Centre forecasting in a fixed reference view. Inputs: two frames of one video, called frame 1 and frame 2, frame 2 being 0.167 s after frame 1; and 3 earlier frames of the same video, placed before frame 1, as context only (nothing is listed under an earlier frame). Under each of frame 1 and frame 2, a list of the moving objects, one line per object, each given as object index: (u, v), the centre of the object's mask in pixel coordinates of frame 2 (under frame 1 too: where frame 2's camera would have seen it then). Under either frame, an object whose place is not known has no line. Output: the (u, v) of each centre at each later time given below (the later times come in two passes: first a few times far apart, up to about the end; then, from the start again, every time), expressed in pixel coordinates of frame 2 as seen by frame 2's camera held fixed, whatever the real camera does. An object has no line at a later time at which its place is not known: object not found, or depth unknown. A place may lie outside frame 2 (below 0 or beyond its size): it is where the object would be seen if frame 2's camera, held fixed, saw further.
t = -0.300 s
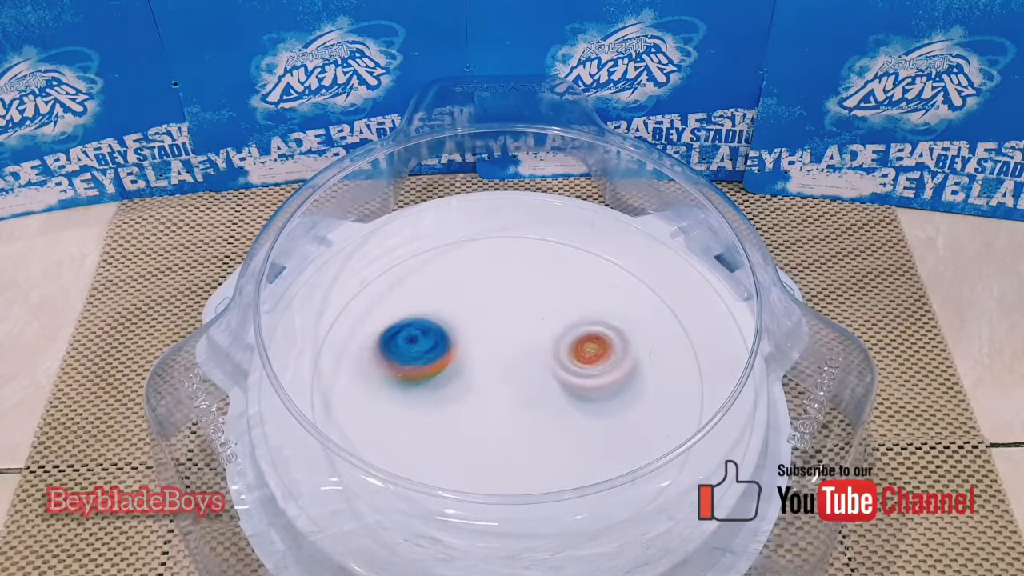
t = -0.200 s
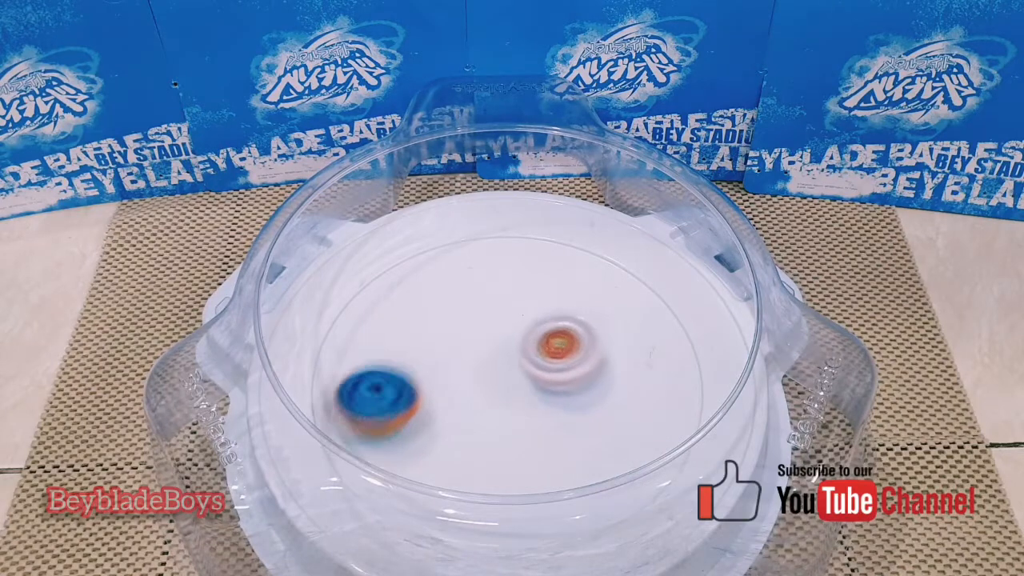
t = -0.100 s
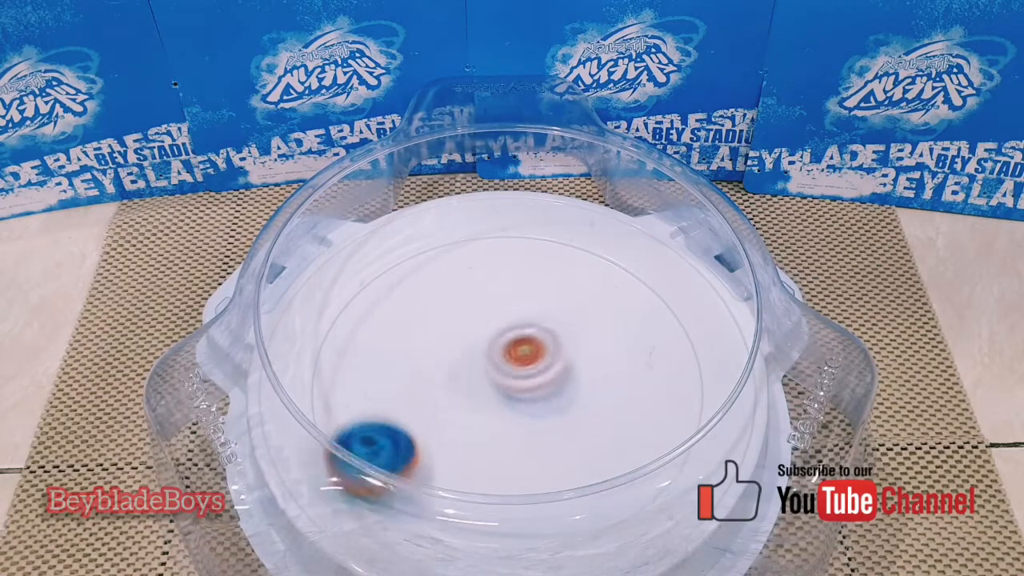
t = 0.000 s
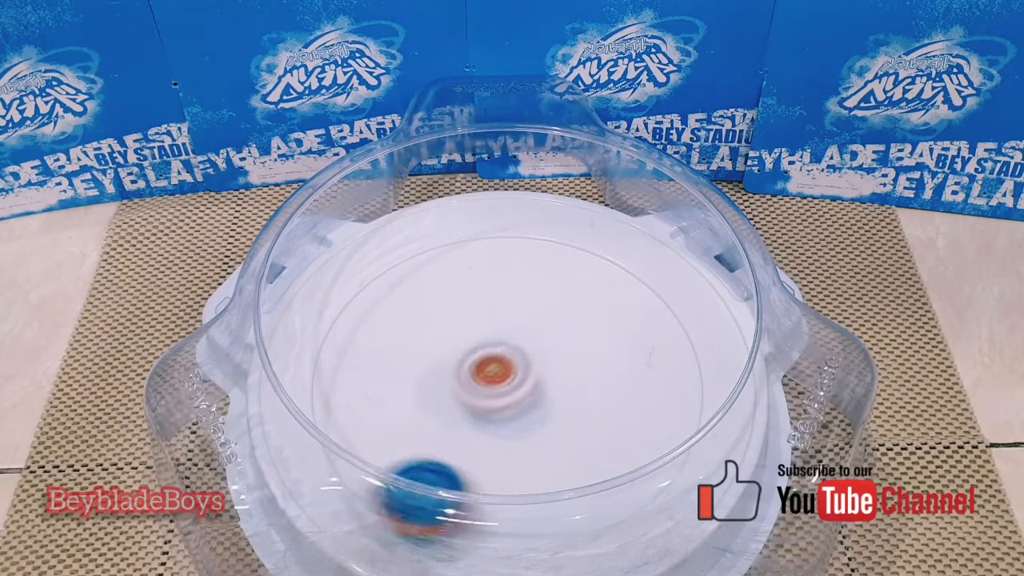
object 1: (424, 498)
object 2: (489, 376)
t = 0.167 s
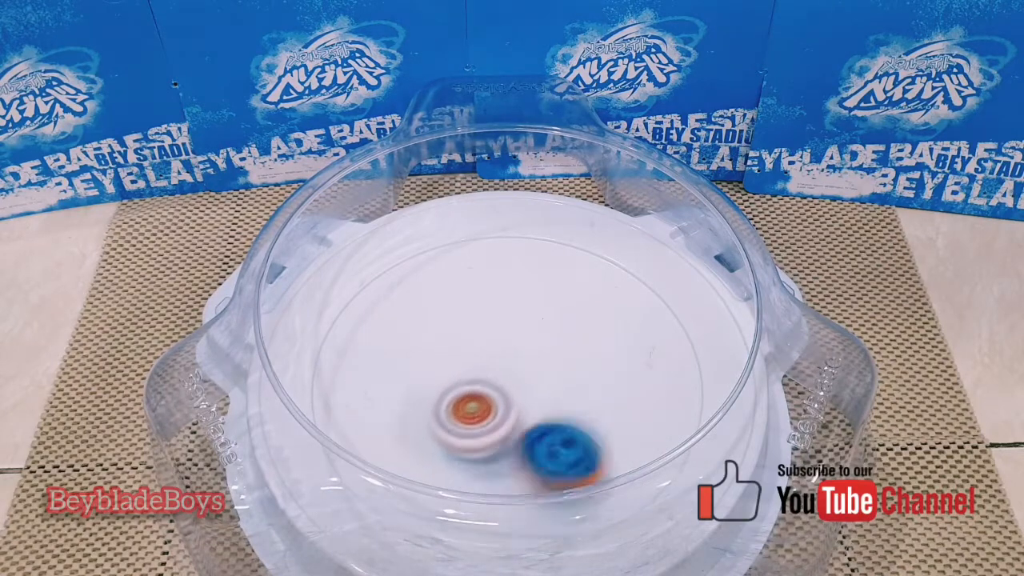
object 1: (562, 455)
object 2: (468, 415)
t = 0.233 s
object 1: (591, 413)
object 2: (462, 418)
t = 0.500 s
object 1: (494, 273)
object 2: (498, 412)
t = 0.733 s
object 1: (358, 311)
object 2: (509, 390)
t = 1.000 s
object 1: (498, 449)
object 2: (483, 367)
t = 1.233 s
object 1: (643, 363)
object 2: (477, 365)
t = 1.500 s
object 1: (567, 246)
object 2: (483, 364)
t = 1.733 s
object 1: (417, 321)
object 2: (502, 375)
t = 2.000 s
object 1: (482, 461)
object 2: (567, 385)
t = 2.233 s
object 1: (639, 403)
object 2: (577, 337)
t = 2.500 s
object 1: (541, 279)
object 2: (476, 355)
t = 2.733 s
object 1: (392, 332)
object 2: (503, 445)
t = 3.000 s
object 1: (459, 466)
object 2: (625, 384)
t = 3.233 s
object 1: (624, 423)
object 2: (499, 294)
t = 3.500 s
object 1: (576, 282)
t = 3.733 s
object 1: (425, 284)
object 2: (577, 502)
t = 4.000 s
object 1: (406, 432)
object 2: (634, 281)
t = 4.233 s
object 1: (584, 461)
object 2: (416, 247)
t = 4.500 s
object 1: (635, 322)
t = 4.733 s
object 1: (494, 271)
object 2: (651, 457)
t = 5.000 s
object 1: (381, 377)
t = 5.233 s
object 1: (488, 483)
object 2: (390, 268)
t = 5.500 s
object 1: (635, 392)
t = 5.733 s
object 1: (568, 282)
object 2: (666, 439)
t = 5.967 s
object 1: (425, 289)
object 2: (632, 270)
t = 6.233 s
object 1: (406, 426)
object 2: (397, 293)
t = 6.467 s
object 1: (569, 455)
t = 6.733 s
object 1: (633, 331)
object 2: (637, 433)
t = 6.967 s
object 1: (509, 274)
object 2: (590, 294)
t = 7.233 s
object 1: (362, 345)
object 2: (422, 293)
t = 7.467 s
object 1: (379, 468)
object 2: (450, 403)
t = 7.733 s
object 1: (574, 451)
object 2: (617, 374)
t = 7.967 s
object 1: (599, 343)
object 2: (601, 258)
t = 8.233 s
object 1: (484, 301)
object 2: (448, 232)
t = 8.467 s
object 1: (420, 389)
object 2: (348, 324)
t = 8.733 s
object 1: (497, 484)
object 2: (456, 407)
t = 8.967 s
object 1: (606, 433)
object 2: (584, 351)
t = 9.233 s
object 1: (567, 331)
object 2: (597, 250)
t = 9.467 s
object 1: (448, 320)
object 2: (516, 259)
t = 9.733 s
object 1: (363, 395)
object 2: (546, 376)
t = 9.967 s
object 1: (448, 454)
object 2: (622, 421)
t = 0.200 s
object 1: (581, 435)
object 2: (464, 417)
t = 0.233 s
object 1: (591, 413)
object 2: (462, 418)
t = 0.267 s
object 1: (594, 391)
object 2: (462, 420)
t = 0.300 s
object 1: (591, 366)
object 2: (467, 422)
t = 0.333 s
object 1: (581, 344)
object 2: (471, 422)
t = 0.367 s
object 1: (568, 324)
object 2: (476, 422)
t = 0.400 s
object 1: (553, 307)
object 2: (482, 420)
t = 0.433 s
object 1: (534, 292)
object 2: (487, 417)
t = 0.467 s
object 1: (515, 281)
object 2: (493, 415)
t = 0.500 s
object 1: (494, 273)
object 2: (498, 412)
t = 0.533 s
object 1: (473, 268)
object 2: (503, 409)
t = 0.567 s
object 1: (452, 265)
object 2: (506, 405)
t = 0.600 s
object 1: (430, 267)
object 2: (509, 403)
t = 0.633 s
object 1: (408, 271)
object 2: (510, 400)
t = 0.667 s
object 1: (388, 280)
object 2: (511, 397)
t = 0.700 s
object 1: (370, 293)
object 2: (510, 394)
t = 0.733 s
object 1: (358, 311)
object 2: (509, 390)
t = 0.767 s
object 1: (351, 331)
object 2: (506, 386)
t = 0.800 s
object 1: (352, 357)
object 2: (503, 383)
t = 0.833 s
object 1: (360, 381)
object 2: (499, 379)
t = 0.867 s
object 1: (378, 403)
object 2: (495, 375)
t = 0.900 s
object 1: (403, 423)
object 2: (492, 372)
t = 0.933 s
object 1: (432, 436)
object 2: (488, 370)
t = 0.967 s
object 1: (464, 445)
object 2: (485, 366)
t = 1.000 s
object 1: (498, 449)
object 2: (483, 367)
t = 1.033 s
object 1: (529, 446)
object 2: (482, 366)
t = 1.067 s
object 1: (560, 439)
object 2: (480, 365)
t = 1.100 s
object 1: (587, 428)
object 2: (479, 365)
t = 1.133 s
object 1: (608, 413)
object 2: (478, 364)
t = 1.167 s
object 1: (623, 397)
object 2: (478, 364)
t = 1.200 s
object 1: (636, 379)
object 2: (477, 365)
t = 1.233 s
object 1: (643, 363)
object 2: (477, 365)
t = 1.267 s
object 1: (648, 344)
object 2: (477, 365)
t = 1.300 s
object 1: (648, 325)
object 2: (477, 365)
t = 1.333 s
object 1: (645, 307)
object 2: (478, 366)
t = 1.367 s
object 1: (638, 290)
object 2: (479, 365)
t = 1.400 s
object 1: (626, 275)
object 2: (479, 365)
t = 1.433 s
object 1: (610, 261)
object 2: (480, 365)
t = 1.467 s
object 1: (590, 251)
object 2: (481, 365)
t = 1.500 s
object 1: (567, 246)
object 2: (483, 364)
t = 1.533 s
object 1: (541, 246)
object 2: (484, 363)
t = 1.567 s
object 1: (516, 250)
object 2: (485, 362)
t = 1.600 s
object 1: (492, 260)
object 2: (486, 361)
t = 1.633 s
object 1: (470, 275)
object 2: (488, 360)
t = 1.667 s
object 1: (450, 294)
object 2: (488, 359)
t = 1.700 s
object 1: (432, 308)
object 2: (492, 365)
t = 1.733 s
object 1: (417, 321)
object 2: (502, 375)
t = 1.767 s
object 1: (406, 339)
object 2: (509, 383)
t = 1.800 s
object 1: (401, 360)
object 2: (518, 388)
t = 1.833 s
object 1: (401, 380)
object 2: (527, 391)
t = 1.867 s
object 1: (406, 402)
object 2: (536, 393)
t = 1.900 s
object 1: (418, 422)
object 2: (544, 392)
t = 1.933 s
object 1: (436, 442)
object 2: (552, 391)
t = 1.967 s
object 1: (457, 454)
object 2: (560, 388)
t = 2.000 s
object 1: (482, 461)
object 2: (567, 385)
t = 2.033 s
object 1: (511, 466)
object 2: (573, 381)
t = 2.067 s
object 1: (538, 471)
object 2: (578, 375)
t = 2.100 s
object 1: (566, 465)
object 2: (582, 369)
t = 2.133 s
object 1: (590, 451)
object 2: (584, 360)
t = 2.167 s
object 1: (612, 439)
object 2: (585, 352)
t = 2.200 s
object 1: (628, 424)
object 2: (582, 345)
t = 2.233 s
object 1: (639, 403)
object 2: (577, 337)
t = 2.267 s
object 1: (643, 383)
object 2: (569, 331)
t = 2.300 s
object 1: (641, 361)
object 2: (558, 327)
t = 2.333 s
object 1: (633, 340)
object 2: (545, 324)
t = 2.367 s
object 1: (622, 322)
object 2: (530, 324)
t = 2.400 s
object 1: (606, 306)
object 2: (513, 328)
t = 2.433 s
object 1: (585, 294)
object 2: (499, 335)
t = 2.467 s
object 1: (564, 285)
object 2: (487, 344)
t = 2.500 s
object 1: (541, 279)
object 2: (476, 355)
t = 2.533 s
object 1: (515, 276)
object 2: (470, 368)
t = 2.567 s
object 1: (492, 277)
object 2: (466, 383)
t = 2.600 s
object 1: (469, 282)
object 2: (466, 397)
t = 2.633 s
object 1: (445, 291)
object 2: (469, 412)
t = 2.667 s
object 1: (423, 303)
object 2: (477, 426)
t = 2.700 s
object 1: (406, 316)
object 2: (489, 436)
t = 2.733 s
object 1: (392, 332)
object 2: (503, 445)
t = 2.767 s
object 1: (384, 350)
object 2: (523, 452)
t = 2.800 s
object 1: (379, 370)
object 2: (541, 453)
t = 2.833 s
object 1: (379, 392)
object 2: (562, 451)
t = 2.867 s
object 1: (383, 413)
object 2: (581, 445)
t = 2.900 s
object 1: (394, 432)
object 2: (599, 436)
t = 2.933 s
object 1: (410, 445)
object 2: (614, 422)
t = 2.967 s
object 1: (432, 456)
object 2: (623, 404)
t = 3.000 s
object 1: (459, 466)
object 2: (625, 384)
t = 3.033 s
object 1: (485, 470)
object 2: (622, 365)
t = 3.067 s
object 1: (515, 483)
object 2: (611, 346)
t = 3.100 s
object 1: (544, 480)
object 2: (594, 329)
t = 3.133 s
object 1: (570, 469)
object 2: (574, 314)
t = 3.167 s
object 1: (591, 454)
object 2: (550, 304)
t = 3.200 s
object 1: (609, 440)
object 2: (525, 297)
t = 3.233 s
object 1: (624, 423)
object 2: (499, 294)
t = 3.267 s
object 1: (633, 404)
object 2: (475, 296)
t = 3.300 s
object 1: (637, 383)
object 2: (448, 300)
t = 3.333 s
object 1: (636, 364)
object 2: (418, 310)
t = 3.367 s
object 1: (631, 343)
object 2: (398, 324)
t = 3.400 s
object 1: (622, 325)
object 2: (380, 339)
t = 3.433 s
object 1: (609, 307)
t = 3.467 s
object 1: (593, 292)
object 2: (357, 389)
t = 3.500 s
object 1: (576, 282)
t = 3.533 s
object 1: (556, 273)
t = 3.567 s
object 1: (533, 266)
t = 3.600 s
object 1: (511, 263)
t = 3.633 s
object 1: (488, 263)
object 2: (449, 507)
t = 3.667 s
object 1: (465, 267)
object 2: (487, 514)
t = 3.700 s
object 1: (444, 274)
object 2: (535, 514)
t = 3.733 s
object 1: (425, 284)
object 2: (577, 502)
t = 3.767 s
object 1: (407, 298)
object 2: (612, 484)
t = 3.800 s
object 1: (393, 316)
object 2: (641, 458)
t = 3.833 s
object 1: (383, 334)
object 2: (657, 423)
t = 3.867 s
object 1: (377, 354)
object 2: (671, 400)
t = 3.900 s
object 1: (377, 375)
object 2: (676, 369)
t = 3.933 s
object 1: (382, 395)
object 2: (669, 336)
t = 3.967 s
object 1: (392, 415)
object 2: (654, 308)
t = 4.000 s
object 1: (406, 432)
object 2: (634, 281)
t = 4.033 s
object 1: (426, 446)
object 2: (614, 262)
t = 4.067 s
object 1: (451, 458)
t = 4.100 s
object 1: (478, 469)
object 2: (554, 231)
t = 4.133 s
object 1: (504, 475)
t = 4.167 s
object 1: (531, 475)
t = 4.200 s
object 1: (558, 471)
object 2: (449, 233)
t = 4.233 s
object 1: (584, 461)
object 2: (416, 247)
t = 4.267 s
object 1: (605, 445)
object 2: (383, 259)
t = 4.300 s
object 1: (624, 432)
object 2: (361, 280)
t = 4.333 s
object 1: (638, 415)
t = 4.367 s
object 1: (647, 395)
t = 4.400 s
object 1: (650, 376)
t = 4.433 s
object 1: (649, 356)
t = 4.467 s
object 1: (644, 338)
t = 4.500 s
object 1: (635, 322)
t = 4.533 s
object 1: (622, 306)
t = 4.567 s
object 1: (605, 293)
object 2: (441, 503)
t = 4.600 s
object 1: (585, 283)
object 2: (485, 512)
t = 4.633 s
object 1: (564, 274)
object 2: (535, 511)
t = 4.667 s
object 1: (540, 270)
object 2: (578, 501)
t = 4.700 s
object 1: (518, 269)
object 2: (619, 482)
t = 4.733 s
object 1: (494, 271)
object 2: (651, 457)
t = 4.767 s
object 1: (471, 276)
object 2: (667, 424)
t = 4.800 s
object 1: (449, 285)
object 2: (686, 395)
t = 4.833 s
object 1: (430, 296)
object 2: (696, 368)
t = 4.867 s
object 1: (413, 309)
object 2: (692, 339)
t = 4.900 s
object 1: (399, 324)
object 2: (683, 316)
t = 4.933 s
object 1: (390, 339)
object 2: (661, 291)
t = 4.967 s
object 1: (383, 359)
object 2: (636, 266)
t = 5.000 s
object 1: (381, 377)
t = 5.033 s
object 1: (384, 399)
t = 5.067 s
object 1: (390, 419)
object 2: (550, 226)
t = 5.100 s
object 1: (402, 436)
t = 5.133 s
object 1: (419, 449)
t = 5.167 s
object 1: (437, 458)
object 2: (448, 236)
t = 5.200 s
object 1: (461, 466)
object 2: (417, 250)
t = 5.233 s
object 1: (488, 483)
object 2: (390, 268)
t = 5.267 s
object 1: (514, 484)
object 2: (371, 288)
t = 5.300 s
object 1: (541, 482)
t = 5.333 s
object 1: (565, 475)
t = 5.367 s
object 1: (589, 461)
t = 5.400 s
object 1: (605, 444)
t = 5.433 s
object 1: (621, 430)
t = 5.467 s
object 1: (631, 412)
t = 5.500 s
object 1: (635, 392)
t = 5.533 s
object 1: (636, 373)
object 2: (465, 491)
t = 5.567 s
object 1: (633, 354)
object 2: (498, 507)
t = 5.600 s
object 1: (626, 336)
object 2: (542, 506)
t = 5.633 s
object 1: (615, 320)
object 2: (581, 497)
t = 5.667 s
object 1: (602, 305)
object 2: (617, 482)
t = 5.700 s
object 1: (585, 293)
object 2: (647, 464)
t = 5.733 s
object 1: (568, 282)
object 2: (666, 439)
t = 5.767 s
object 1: (548, 275)
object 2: (680, 410)
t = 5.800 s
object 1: (527, 269)
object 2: (693, 383)
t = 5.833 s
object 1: (505, 267)
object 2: (697, 360)
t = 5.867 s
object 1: (483, 268)
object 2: (687, 332)
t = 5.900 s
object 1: (463, 272)
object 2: (676, 311)
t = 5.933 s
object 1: (443, 279)
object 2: (657, 290)
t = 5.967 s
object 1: (425, 289)
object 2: (632, 270)
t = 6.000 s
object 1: (409, 302)
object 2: (606, 257)
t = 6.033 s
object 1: (395, 317)
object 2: (575, 251)
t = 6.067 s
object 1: (386, 333)
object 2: (544, 249)
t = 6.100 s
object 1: (381, 350)
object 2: (509, 247)
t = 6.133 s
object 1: (380, 371)
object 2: (478, 253)
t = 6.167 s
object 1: (384, 390)
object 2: (447, 264)
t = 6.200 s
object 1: (393, 409)
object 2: (415, 278)
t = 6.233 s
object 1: (406, 426)
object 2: (397, 293)
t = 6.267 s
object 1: (423, 442)
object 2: (378, 317)
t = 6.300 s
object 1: (446, 453)
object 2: (363, 345)
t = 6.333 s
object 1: (470, 460)
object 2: (353, 369)
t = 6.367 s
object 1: (495, 464)
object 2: (352, 397)
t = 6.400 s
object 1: (521, 464)
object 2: (363, 423)
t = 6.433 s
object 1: (545, 462)
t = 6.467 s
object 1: (569, 455)
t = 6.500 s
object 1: (591, 447)
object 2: (433, 474)
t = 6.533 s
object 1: (610, 435)
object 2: (466, 502)
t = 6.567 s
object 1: (625, 419)
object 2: (497, 506)
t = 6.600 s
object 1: (635, 402)
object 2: (536, 506)
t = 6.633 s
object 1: (640, 383)
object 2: (568, 495)
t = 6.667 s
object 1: (642, 365)
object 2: (601, 480)
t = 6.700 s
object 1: (640, 348)
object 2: (624, 459)
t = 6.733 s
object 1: (633, 331)
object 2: (637, 433)
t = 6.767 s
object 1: (622, 316)
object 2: (651, 416)
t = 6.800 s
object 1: (608, 302)
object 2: (656, 394)
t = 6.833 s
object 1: (590, 291)
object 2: (649, 367)
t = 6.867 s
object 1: (572, 282)
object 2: (640, 346)
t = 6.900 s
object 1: (552, 276)
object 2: (624, 324)
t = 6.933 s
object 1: (530, 273)
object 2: (609, 308)
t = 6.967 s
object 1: (509, 274)
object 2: (590, 294)
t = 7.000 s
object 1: (486, 276)
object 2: (569, 283)
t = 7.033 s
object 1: (463, 279)
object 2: (553, 278)
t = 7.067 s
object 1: (443, 285)
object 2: (532, 274)
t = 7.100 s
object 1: (423, 292)
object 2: (510, 272)
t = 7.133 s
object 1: (404, 303)
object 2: (483, 272)
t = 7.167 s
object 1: (388, 315)
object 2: (460, 275)
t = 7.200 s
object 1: (375, 329)
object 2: (438, 284)
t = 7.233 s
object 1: (362, 345)
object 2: (422, 293)
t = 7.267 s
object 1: (354, 362)
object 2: (410, 304)
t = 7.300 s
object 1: (349, 380)
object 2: (400, 320)
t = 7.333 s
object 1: (344, 401)
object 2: (396, 336)
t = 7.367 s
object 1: (343, 420)
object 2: (402, 353)
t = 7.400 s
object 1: (345, 440)
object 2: (412, 371)
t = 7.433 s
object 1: (356, 457)
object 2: (429, 389)
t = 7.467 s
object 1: (379, 468)
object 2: (450, 403)
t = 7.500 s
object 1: (405, 478)
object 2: (471, 412)
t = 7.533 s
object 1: (432, 487)
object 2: (494, 418)
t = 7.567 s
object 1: (459, 492)
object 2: (519, 419)
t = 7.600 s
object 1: (485, 493)
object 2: (546, 417)
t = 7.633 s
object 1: (513, 489)
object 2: (566, 411)
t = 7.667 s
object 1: (535, 481)
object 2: (586, 401)
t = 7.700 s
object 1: (557, 467)
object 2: (603, 388)
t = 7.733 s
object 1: (574, 451)
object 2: (617, 374)
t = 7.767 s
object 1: (588, 437)
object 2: (625, 360)
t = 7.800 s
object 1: (599, 419)
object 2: (630, 344)
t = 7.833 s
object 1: (605, 403)
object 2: (632, 328)
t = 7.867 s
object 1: (609, 385)
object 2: (628, 313)
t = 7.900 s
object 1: (608, 371)
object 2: (622, 295)
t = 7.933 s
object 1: (605, 358)
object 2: (613, 275)
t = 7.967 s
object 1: (599, 343)
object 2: (601, 258)
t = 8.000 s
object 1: (591, 328)
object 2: (587, 248)
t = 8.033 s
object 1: (580, 315)
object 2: (568, 241)
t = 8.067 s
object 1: (566, 305)
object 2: (549, 235)
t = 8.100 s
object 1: (551, 301)
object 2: (528, 227)
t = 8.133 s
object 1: (535, 296)
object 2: (511, 225)
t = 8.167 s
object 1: (518, 294)
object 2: (488, 226)
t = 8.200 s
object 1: (501, 297)
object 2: (471, 227)
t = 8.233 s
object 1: (484, 301)
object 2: (448, 232)
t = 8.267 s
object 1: (468, 308)
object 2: (427, 243)
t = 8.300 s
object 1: (453, 317)
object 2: (407, 252)
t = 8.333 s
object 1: (441, 329)
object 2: (387, 265)
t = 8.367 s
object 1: (432, 340)
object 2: (370, 280)
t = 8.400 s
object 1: (424, 353)
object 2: (360, 298)
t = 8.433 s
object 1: (420, 369)
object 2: (353, 313)
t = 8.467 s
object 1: (420, 389)
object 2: (348, 324)
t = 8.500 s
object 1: (420, 405)
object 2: (345, 336)
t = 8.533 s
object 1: (421, 420)
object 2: (345, 352)
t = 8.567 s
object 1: (425, 434)
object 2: (349, 368)
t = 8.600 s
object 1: (432, 446)
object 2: (366, 384)
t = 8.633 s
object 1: (446, 456)
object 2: (382, 396)
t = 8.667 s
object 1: (461, 463)
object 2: (408, 403)
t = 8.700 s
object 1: (479, 476)
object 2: (431, 407)
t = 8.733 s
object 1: (497, 484)
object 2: (456, 407)
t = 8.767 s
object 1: (516, 486)
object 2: (480, 403)
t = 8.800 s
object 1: (536, 485)
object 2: (503, 398)
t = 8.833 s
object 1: (555, 480)
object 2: (524, 390)
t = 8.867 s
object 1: (573, 472)
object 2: (543, 381)
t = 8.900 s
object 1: (587, 459)
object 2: (559, 371)
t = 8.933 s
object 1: (597, 445)
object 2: (573, 361)
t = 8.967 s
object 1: (606, 433)
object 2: (584, 351)
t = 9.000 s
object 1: (610, 417)
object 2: (594, 339)
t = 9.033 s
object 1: (612, 401)
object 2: (601, 327)
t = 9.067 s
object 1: (611, 388)
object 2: (606, 312)
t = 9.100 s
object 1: (607, 376)
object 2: (609, 298)
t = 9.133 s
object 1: (600, 363)
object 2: (609, 285)
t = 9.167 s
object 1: (590, 351)
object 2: (606, 273)
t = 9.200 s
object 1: (580, 341)
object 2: (602, 260)
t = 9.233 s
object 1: (567, 331)
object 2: (597, 250)
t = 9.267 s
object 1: (553, 322)
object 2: (588, 242)
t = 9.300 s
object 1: (538, 314)
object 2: (576, 236)
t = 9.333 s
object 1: (524, 309)
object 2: (561, 235)
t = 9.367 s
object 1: (506, 306)
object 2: (545, 238)
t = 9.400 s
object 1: (489, 306)
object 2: (532, 243)
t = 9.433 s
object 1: (470, 311)
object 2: (521, 252)
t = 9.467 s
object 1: (448, 320)
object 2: (516, 259)
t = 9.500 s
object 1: (432, 326)
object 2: (511, 270)
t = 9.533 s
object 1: (417, 334)
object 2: (509, 284)
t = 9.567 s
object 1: (404, 342)
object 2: (510, 300)
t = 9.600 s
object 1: (391, 352)
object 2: (514, 318)
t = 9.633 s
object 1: (381, 360)
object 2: (520, 333)
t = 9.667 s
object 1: (372, 372)
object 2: (527, 349)
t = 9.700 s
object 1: (366, 384)
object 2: (537, 363)
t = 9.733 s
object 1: (363, 395)
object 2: (546, 376)
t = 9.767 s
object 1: (364, 408)
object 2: (557, 387)
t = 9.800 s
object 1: (369, 420)
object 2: (568, 396)
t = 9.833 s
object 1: (381, 430)
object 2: (578, 404)
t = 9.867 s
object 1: (393, 439)
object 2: (589, 410)
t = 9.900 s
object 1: (409, 446)
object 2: (600, 415)
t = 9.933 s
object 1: (428, 451)
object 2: (612, 419)
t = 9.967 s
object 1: (448, 454)
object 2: (622, 421)
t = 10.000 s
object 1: (468, 454)
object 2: (633, 421)
